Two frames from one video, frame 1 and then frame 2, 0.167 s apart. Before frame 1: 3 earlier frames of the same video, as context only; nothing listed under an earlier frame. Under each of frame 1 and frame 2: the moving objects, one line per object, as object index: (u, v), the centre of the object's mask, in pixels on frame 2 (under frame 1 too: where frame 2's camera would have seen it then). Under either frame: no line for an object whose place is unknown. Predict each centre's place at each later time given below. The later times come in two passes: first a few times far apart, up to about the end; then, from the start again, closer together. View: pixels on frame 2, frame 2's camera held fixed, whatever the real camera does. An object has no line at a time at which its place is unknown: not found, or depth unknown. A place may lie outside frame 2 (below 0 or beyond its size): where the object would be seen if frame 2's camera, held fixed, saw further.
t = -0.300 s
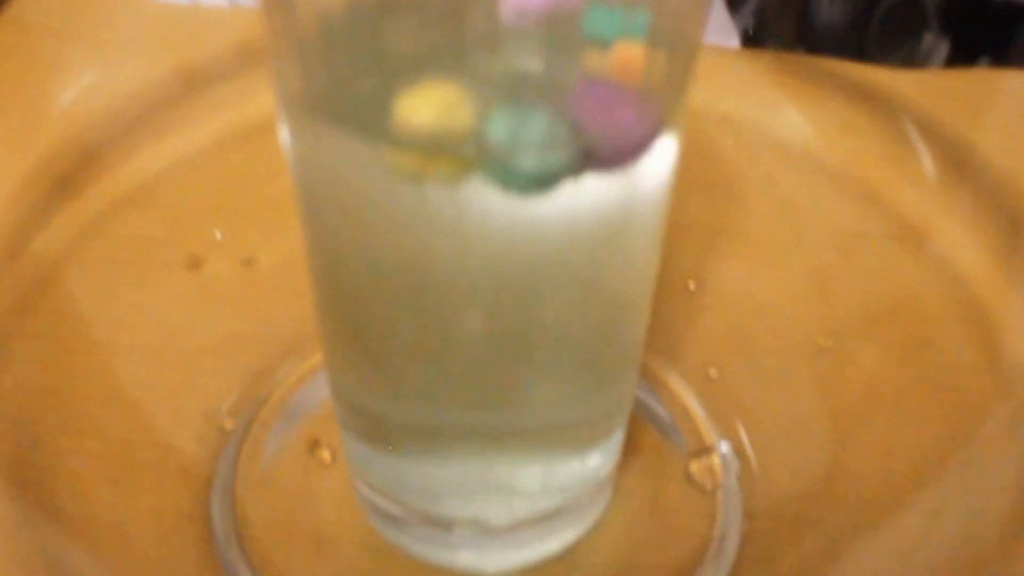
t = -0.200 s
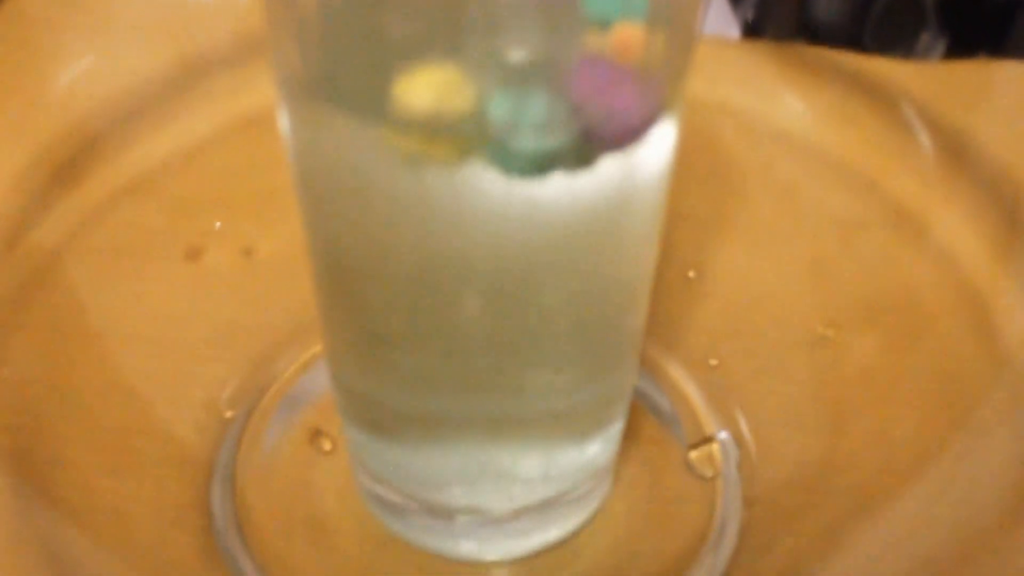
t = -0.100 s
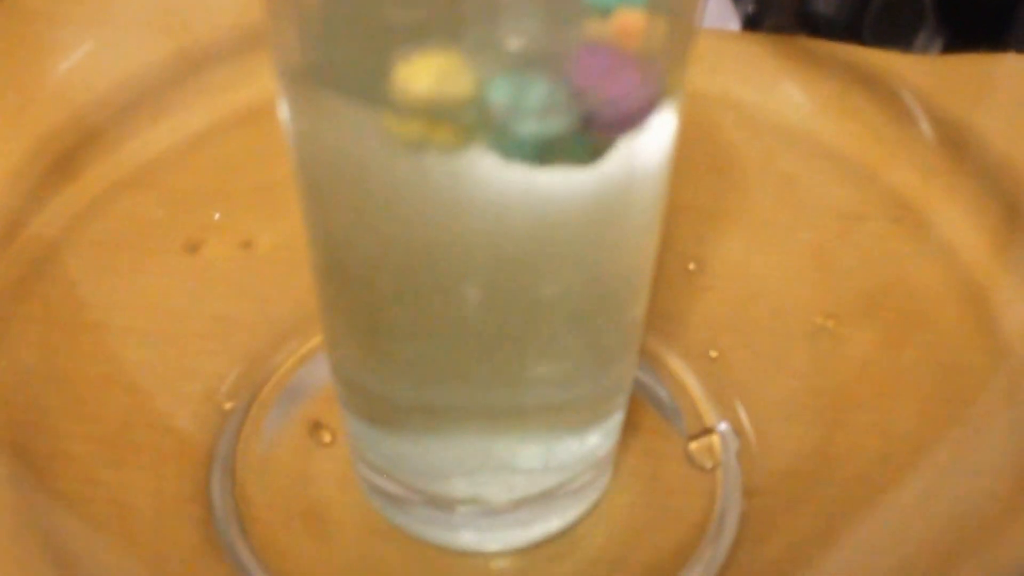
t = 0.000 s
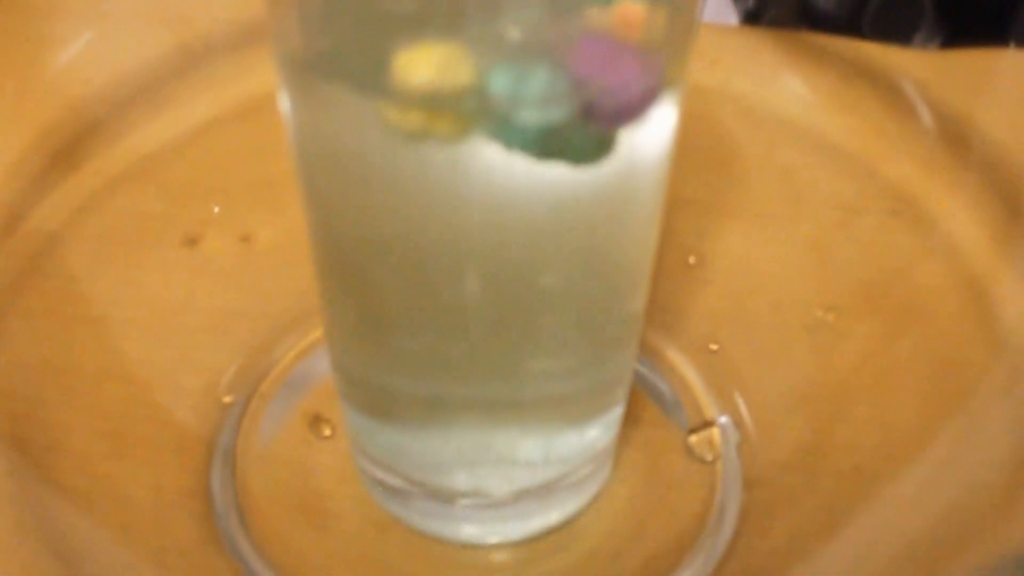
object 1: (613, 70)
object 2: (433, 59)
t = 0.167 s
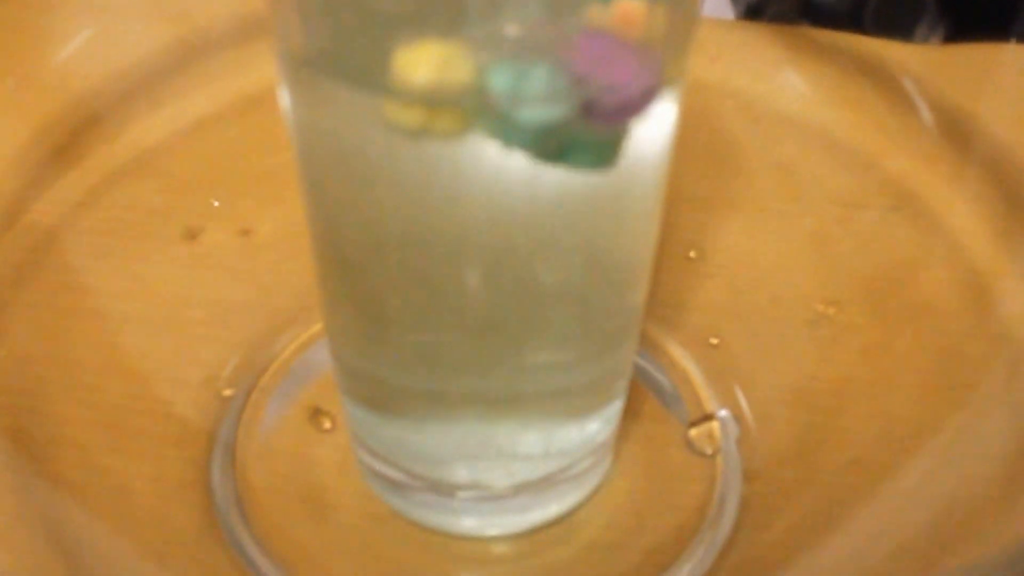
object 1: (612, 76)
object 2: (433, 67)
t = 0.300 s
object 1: (609, 84)
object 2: (429, 75)
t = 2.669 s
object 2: (428, 92)
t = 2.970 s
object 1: (606, 105)
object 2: (432, 92)
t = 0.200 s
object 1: (612, 78)
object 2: (432, 69)
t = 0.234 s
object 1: (611, 80)
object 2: (430, 71)
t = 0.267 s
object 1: (611, 82)
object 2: (428, 75)
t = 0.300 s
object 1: (609, 84)
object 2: (429, 75)
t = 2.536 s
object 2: (427, 94)
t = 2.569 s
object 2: (427, 93)
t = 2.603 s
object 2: (427, 93)
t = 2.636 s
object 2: (428, 91)
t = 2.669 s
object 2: (428, 92)
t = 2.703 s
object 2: (428, 93)
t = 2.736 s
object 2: (428, 93)
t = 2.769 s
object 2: (428, 92)
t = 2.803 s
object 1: (604, 104)
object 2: (429, 92)
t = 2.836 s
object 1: (605, 104)
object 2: (430, 93)
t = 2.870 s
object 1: (606, 104)
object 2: (430, 92)
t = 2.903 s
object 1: (606, 104)
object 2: (432, 93)
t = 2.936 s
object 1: (607, 105)
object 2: (432, 92)
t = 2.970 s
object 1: (606, 105)
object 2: (432, 92)
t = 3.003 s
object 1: (606, 104)
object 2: (433, 91)
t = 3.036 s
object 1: (605, 104)
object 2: (433, 91)
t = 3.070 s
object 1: (605, 103)
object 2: (433, 90)
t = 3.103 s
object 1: (606, 103)
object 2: (433, 90)
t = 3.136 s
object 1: (605, 103)
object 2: (434, 91)
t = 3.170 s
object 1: (605, 103)
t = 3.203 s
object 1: (607, 103)
